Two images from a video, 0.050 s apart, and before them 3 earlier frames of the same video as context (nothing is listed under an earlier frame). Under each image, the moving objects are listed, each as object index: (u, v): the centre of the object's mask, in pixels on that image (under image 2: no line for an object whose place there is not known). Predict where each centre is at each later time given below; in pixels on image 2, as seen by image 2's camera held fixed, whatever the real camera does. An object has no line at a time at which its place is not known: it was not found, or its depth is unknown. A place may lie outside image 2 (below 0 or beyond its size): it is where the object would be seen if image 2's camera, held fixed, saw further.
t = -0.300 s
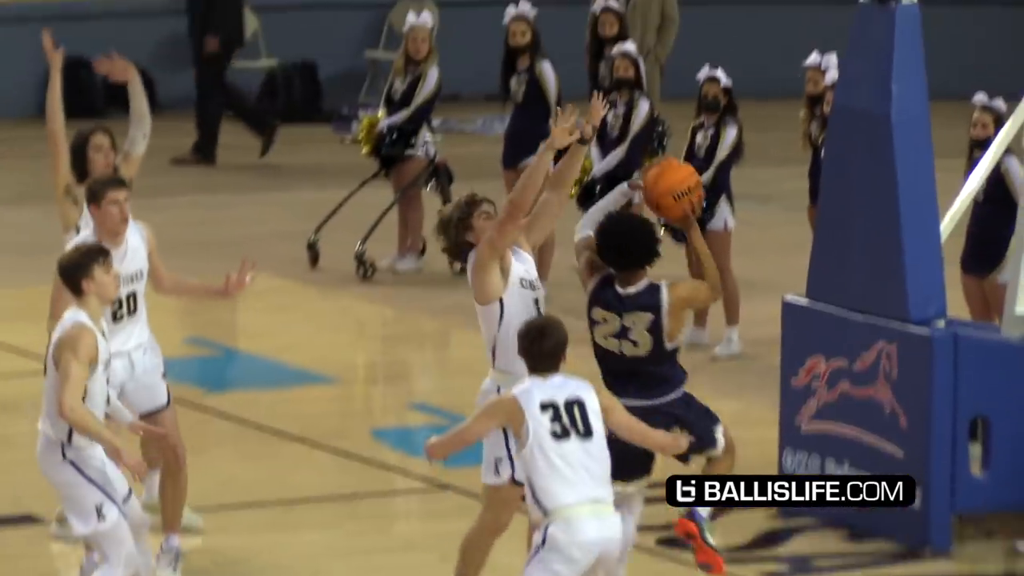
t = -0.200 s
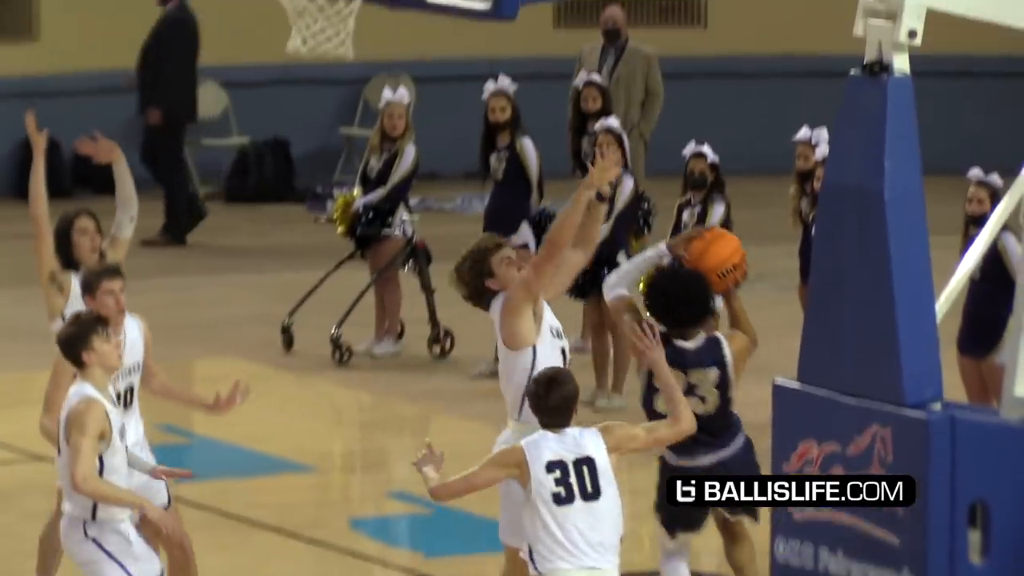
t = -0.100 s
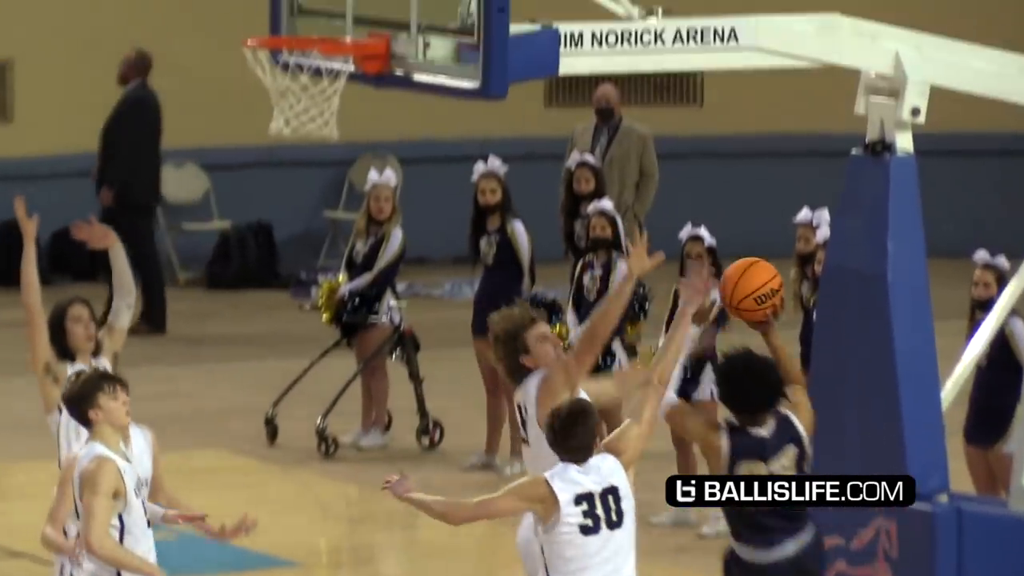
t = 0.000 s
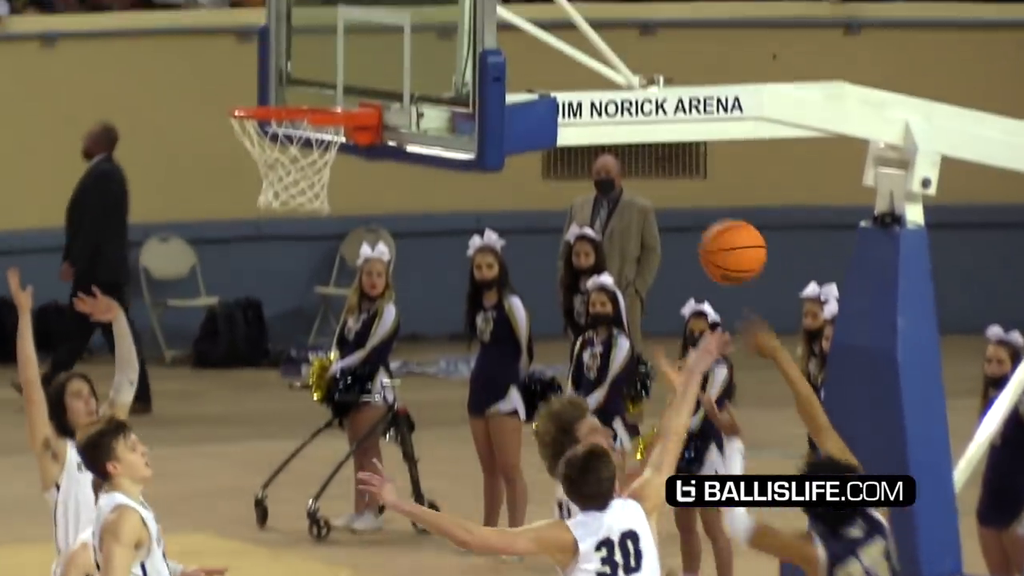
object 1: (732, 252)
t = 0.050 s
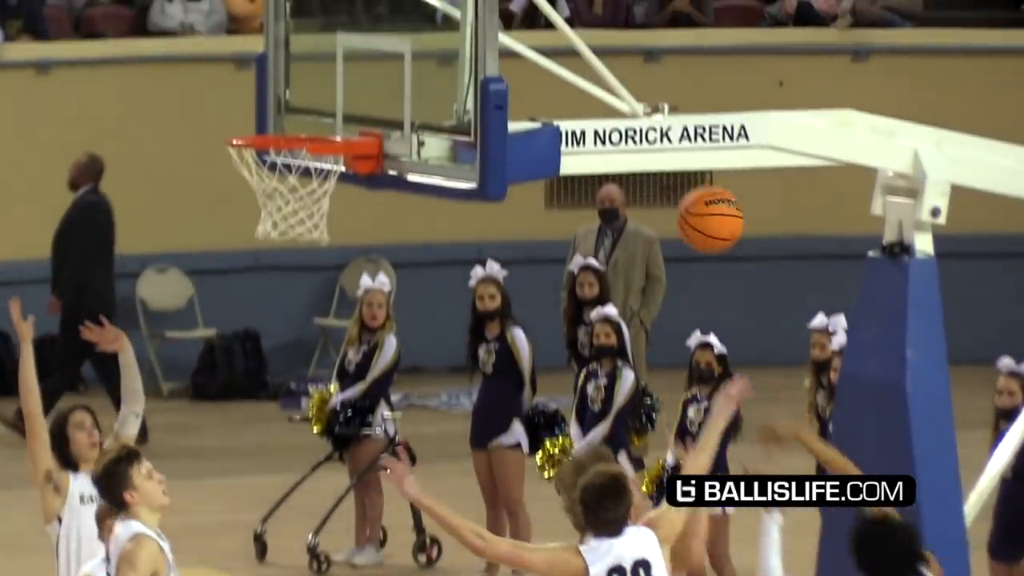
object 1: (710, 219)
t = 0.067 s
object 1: (700, 200)
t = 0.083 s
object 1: (692, 182)
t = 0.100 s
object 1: (682, 164)
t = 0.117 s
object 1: (673, 146)
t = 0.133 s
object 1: (664, 130)
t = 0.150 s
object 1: (656, 115)
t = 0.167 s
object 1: (646, 101)
